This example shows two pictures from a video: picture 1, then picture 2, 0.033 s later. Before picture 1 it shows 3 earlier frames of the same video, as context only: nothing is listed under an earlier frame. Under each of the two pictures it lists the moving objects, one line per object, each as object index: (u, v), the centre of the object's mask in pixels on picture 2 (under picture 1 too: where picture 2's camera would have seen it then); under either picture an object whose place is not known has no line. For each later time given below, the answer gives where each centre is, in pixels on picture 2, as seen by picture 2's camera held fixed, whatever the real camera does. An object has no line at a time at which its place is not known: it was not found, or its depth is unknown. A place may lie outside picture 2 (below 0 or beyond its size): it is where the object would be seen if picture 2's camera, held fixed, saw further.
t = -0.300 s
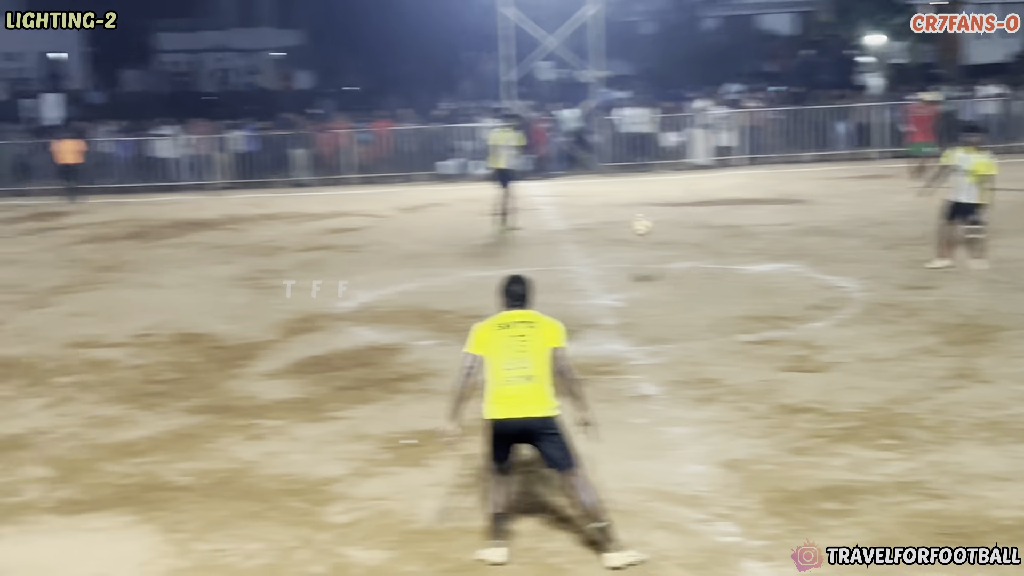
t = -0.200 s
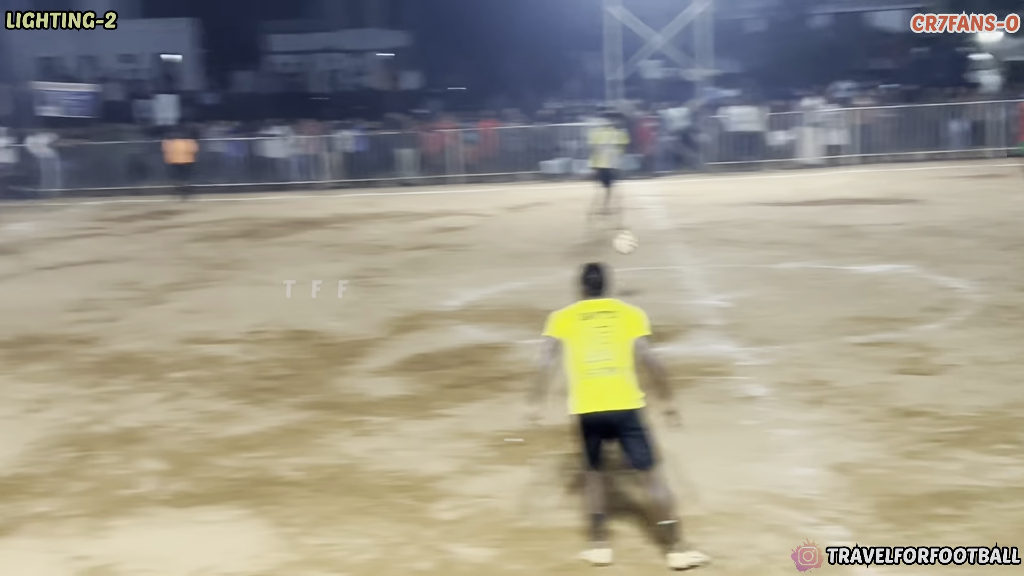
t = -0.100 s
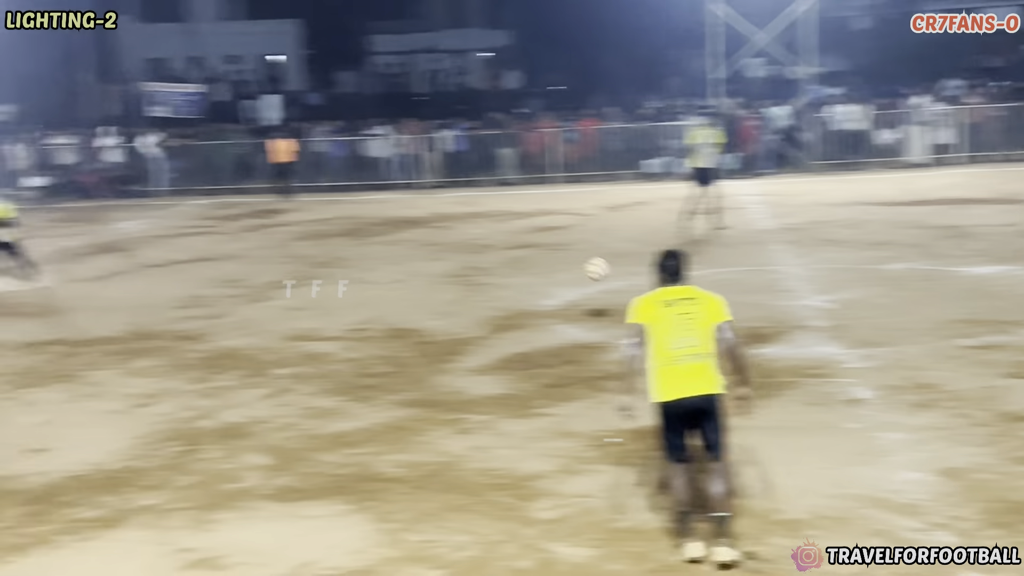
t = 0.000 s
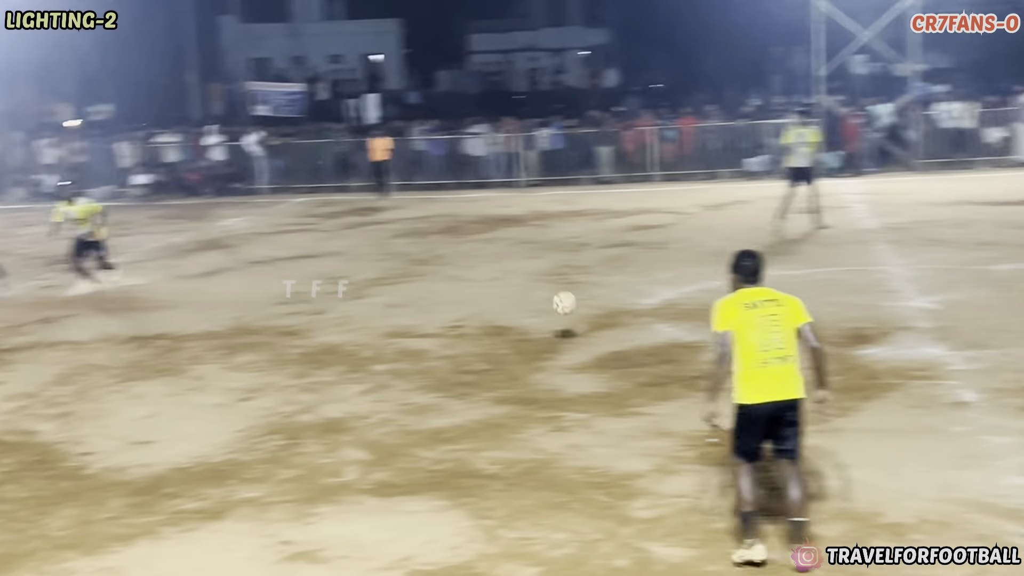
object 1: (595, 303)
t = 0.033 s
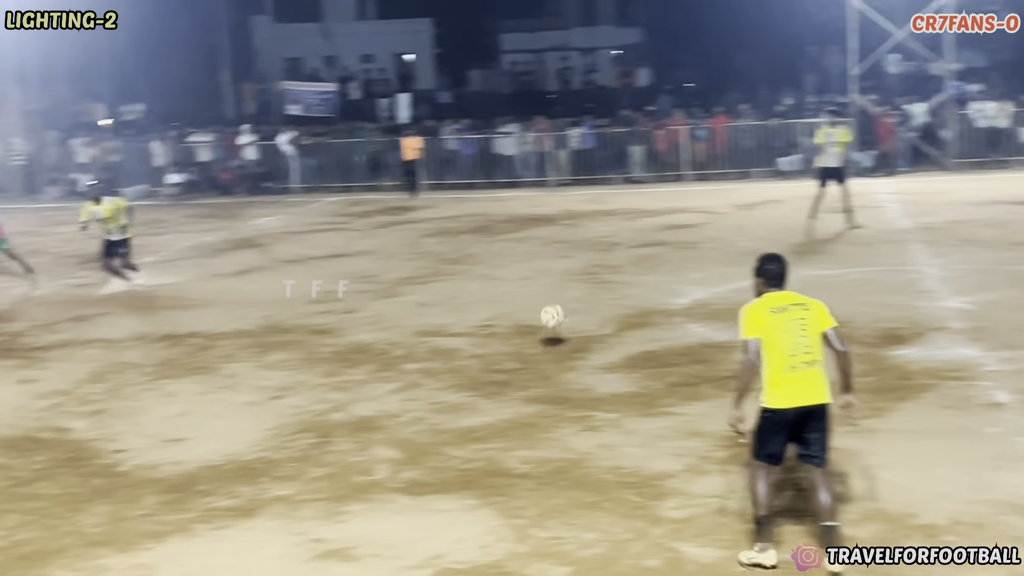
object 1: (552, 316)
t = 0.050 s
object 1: (529, 324)
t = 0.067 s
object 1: (509, 331)
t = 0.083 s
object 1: (486, 338)
